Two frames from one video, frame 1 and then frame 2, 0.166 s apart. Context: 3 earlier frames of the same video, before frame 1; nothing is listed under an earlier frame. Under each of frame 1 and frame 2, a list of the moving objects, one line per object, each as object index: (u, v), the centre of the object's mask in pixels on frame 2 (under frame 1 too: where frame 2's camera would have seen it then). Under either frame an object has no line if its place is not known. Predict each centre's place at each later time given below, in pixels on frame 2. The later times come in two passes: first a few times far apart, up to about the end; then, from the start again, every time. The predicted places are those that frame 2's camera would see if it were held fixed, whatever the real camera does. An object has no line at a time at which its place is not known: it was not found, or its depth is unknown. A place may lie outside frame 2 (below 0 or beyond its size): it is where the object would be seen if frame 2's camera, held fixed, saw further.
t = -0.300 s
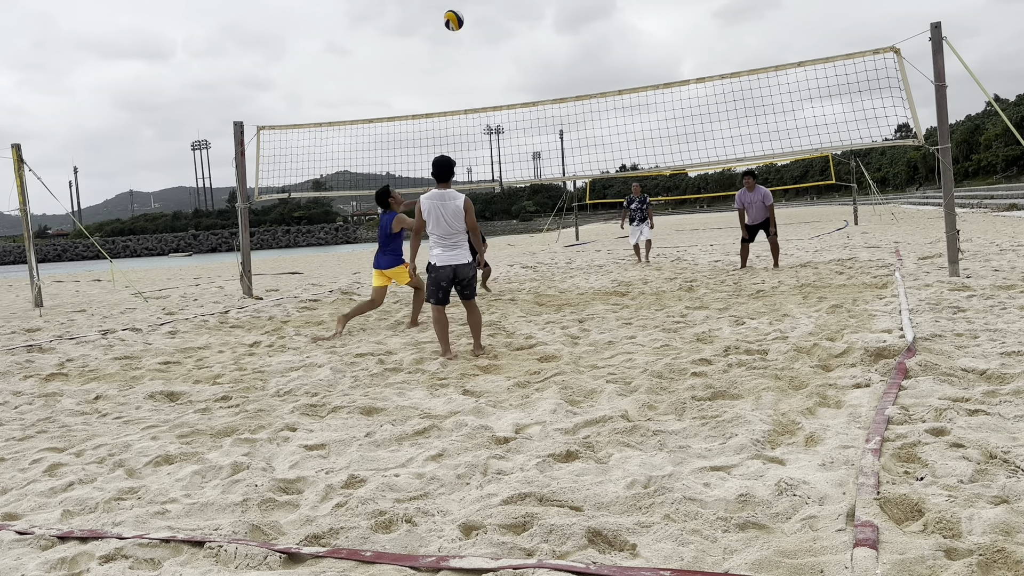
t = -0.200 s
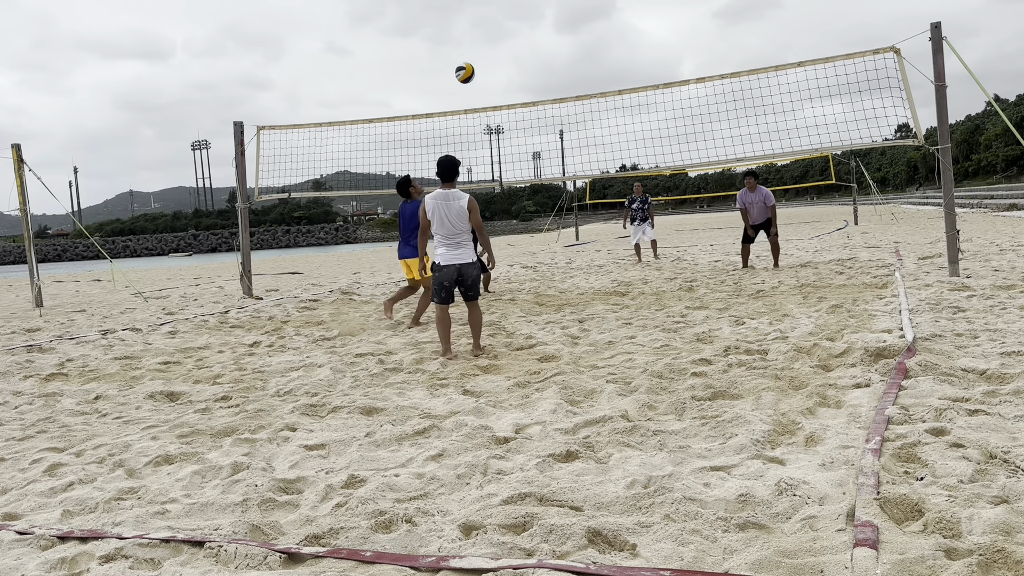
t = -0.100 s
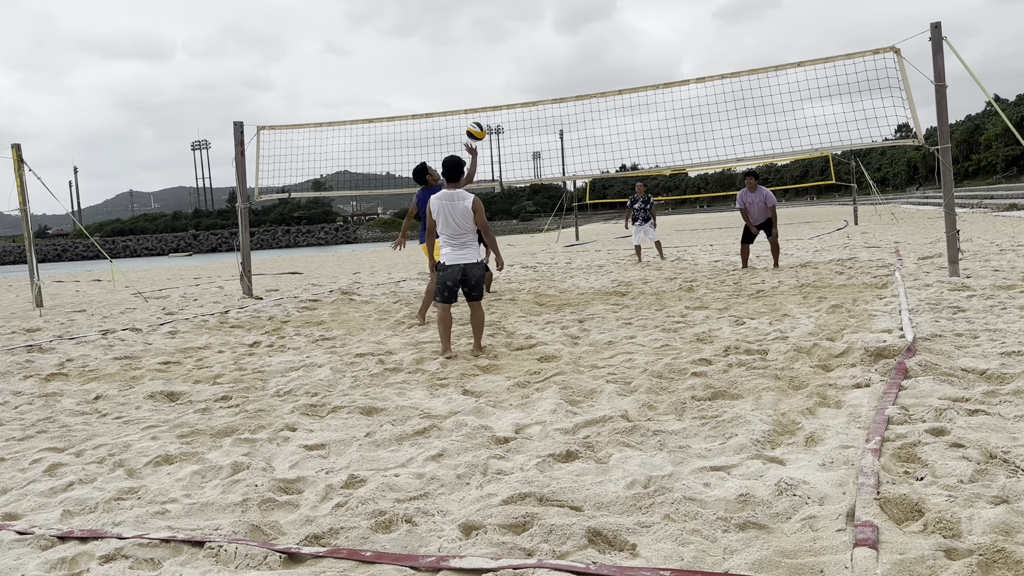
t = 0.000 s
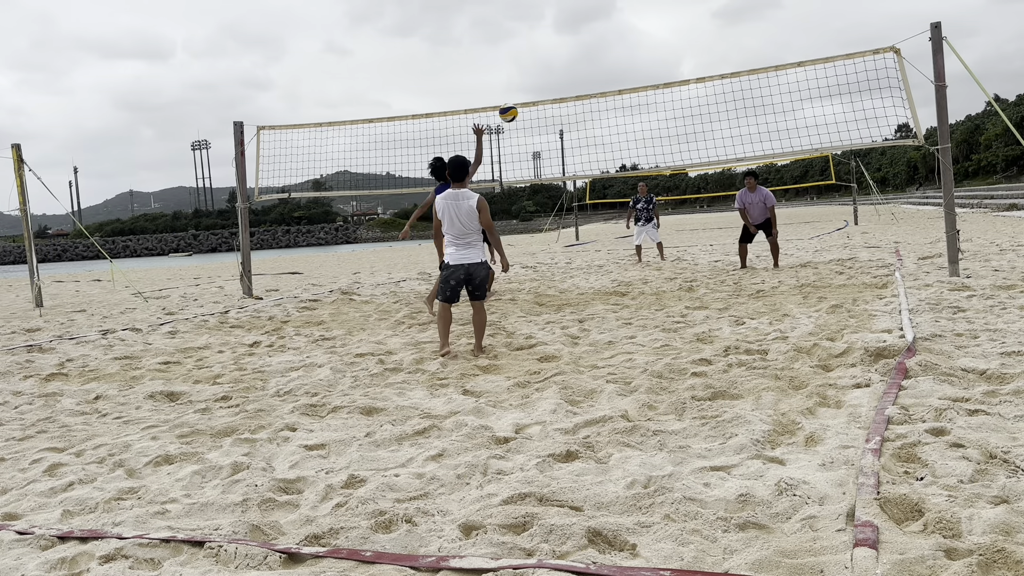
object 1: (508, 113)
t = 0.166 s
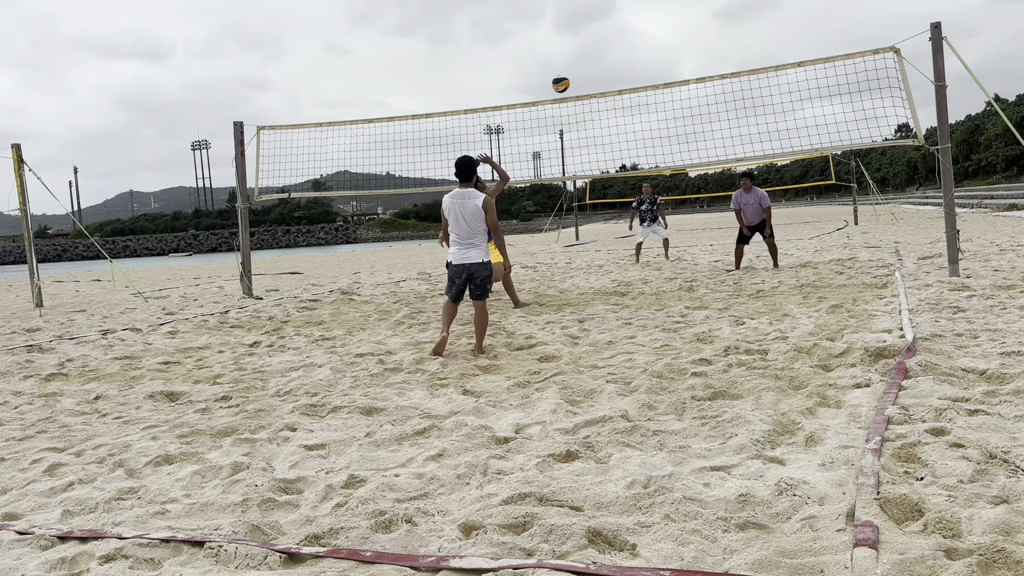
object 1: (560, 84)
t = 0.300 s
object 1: (598, 80)
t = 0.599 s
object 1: (666, 123)
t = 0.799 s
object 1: (703, 180)
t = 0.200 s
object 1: (570, 82)
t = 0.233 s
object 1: (579, 80)
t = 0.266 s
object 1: (588, 80)
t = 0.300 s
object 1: (598, 80)
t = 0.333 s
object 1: (606, 82)
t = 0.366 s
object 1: (614, 83)
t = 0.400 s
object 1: (622, 85)
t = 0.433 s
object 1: (631, 96)
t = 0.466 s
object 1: (638, 98)
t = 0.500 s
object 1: (645, 103)
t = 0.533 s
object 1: (652, 109)
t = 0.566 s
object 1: (659, 116)
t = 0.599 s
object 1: (666, 123)
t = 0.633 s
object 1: (673, 132)
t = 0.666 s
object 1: (679, 141)
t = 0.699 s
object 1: (685, 150)
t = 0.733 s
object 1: (691, 158)
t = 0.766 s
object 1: (697, 171)
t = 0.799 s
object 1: (703, 180)
